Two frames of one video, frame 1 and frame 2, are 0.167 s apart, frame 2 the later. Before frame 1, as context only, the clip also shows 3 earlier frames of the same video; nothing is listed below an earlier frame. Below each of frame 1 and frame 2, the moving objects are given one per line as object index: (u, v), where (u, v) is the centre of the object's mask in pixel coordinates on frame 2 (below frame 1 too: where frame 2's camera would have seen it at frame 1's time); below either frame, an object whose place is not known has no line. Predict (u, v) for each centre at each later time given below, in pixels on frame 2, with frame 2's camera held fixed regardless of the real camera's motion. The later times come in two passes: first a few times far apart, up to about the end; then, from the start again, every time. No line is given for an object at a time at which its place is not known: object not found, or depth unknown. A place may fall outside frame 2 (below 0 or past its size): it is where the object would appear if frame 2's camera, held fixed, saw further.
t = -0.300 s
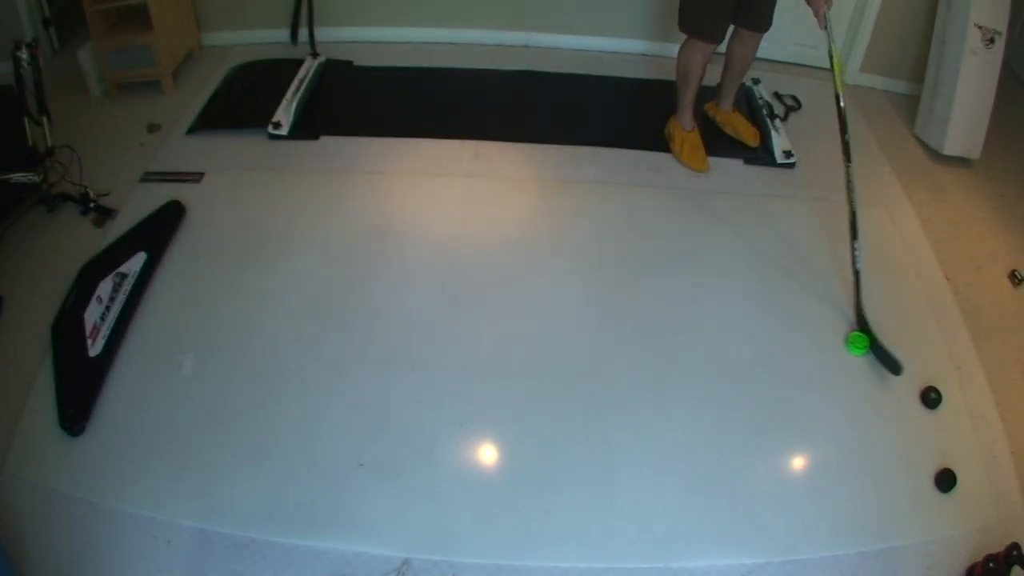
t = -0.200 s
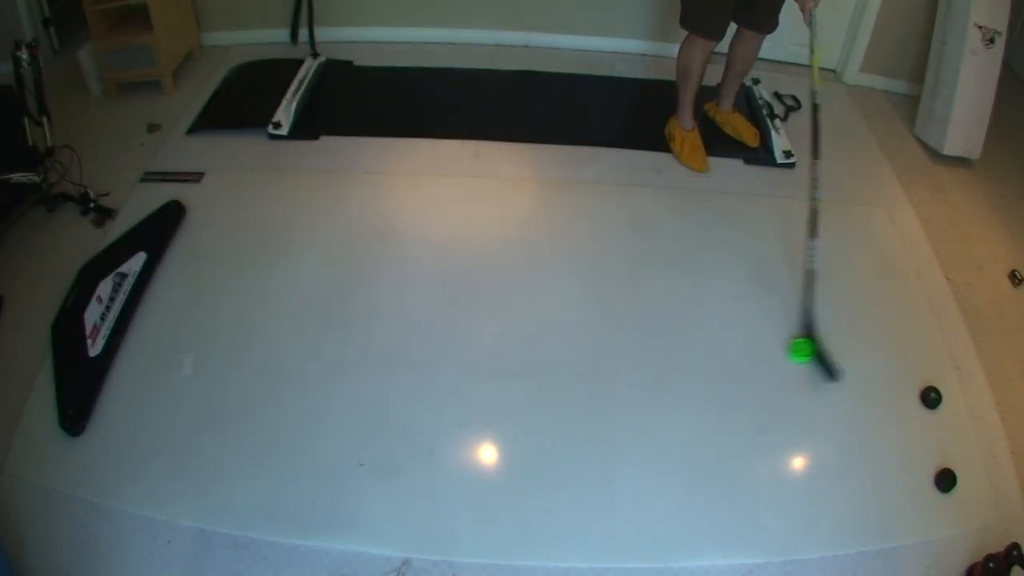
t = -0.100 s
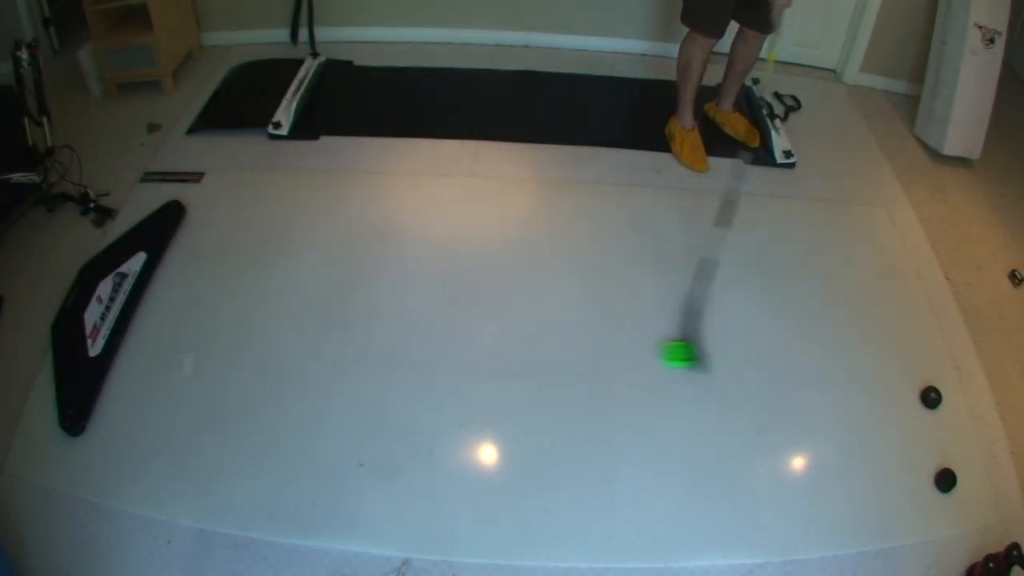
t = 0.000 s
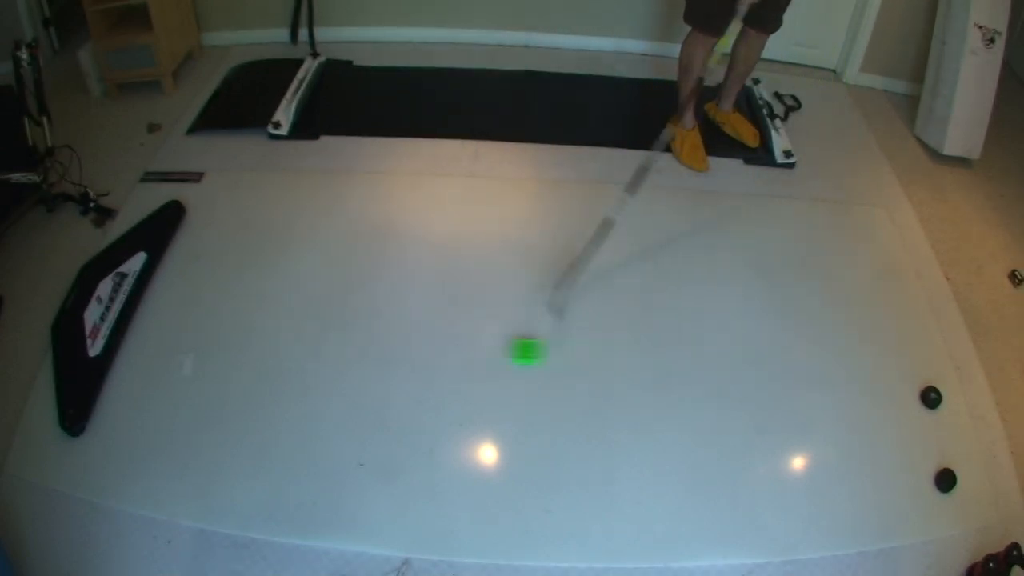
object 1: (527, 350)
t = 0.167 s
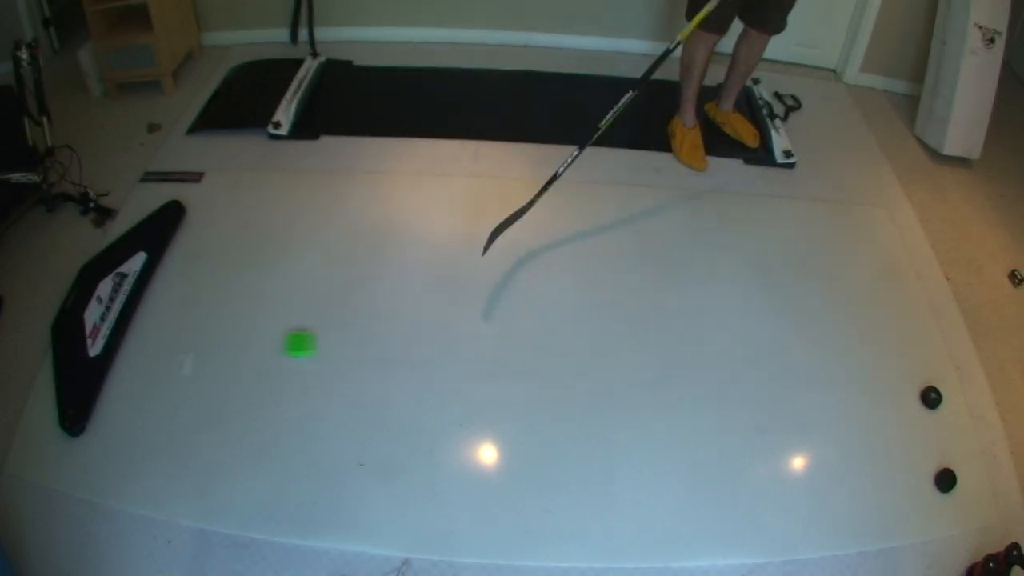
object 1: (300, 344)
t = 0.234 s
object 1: (224, 340)
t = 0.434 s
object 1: (155, 336)
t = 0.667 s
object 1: (298, 344)
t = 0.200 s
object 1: (260, 342)
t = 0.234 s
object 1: (224, 340)
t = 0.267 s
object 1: (191, 338)
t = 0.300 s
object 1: (161, 336)
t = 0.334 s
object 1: (134, 335)
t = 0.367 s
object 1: (128, 337)
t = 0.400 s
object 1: (136, 334)
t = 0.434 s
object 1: (155, 336)
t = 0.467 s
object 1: (176, 337)
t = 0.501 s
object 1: (196, 340)
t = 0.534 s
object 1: (217, 341)
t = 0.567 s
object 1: (237, 342)
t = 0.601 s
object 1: (258, 343)
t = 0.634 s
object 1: (278, 344)
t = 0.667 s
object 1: (298, 344)
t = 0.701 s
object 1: (317, 344)
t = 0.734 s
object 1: (335, 344)
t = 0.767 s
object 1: (353, 344)
